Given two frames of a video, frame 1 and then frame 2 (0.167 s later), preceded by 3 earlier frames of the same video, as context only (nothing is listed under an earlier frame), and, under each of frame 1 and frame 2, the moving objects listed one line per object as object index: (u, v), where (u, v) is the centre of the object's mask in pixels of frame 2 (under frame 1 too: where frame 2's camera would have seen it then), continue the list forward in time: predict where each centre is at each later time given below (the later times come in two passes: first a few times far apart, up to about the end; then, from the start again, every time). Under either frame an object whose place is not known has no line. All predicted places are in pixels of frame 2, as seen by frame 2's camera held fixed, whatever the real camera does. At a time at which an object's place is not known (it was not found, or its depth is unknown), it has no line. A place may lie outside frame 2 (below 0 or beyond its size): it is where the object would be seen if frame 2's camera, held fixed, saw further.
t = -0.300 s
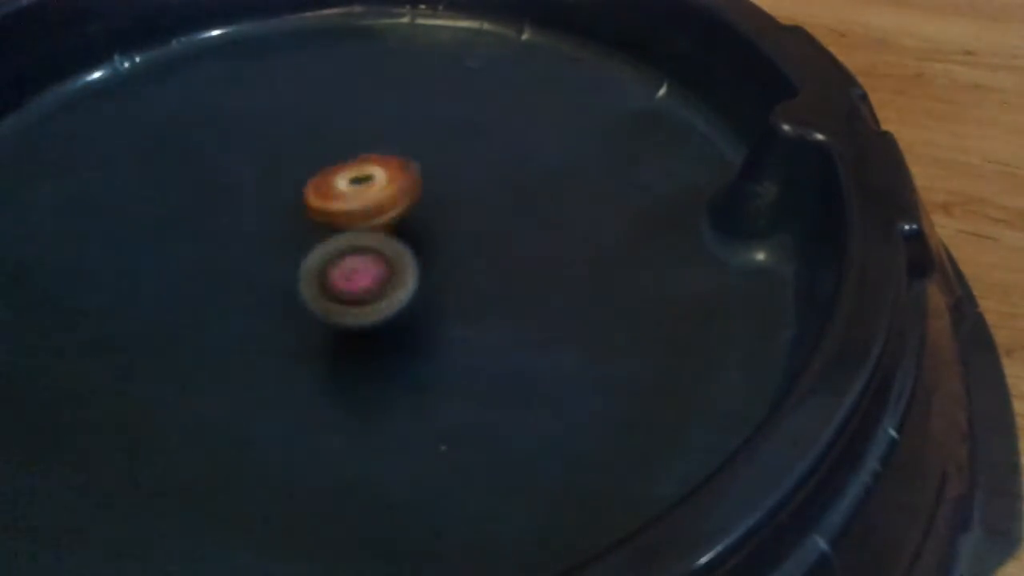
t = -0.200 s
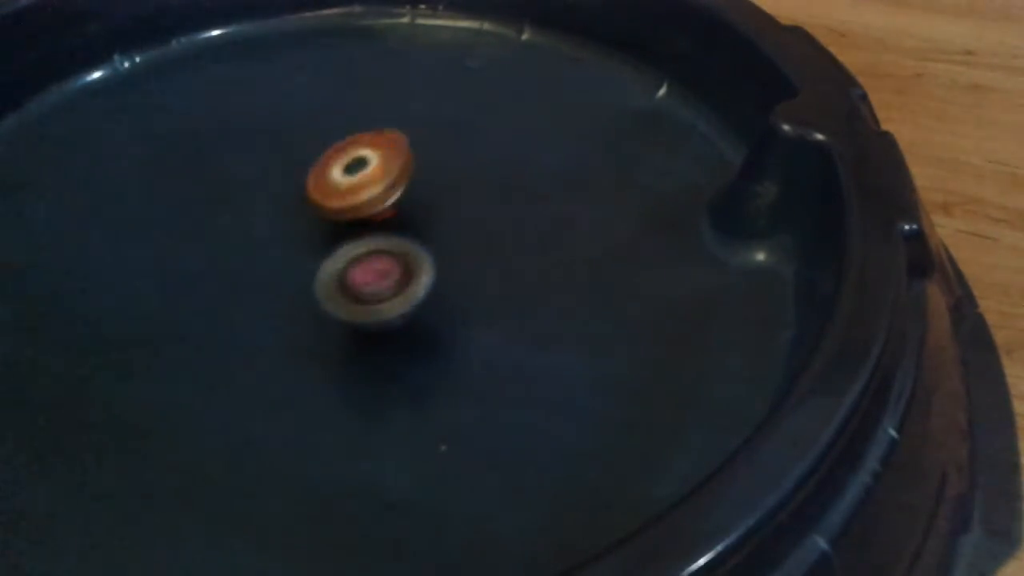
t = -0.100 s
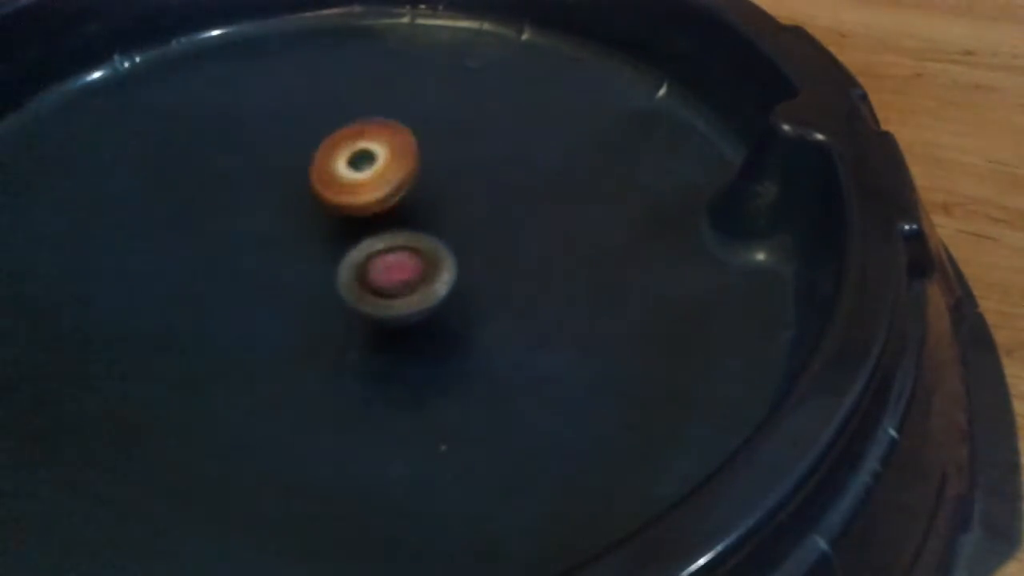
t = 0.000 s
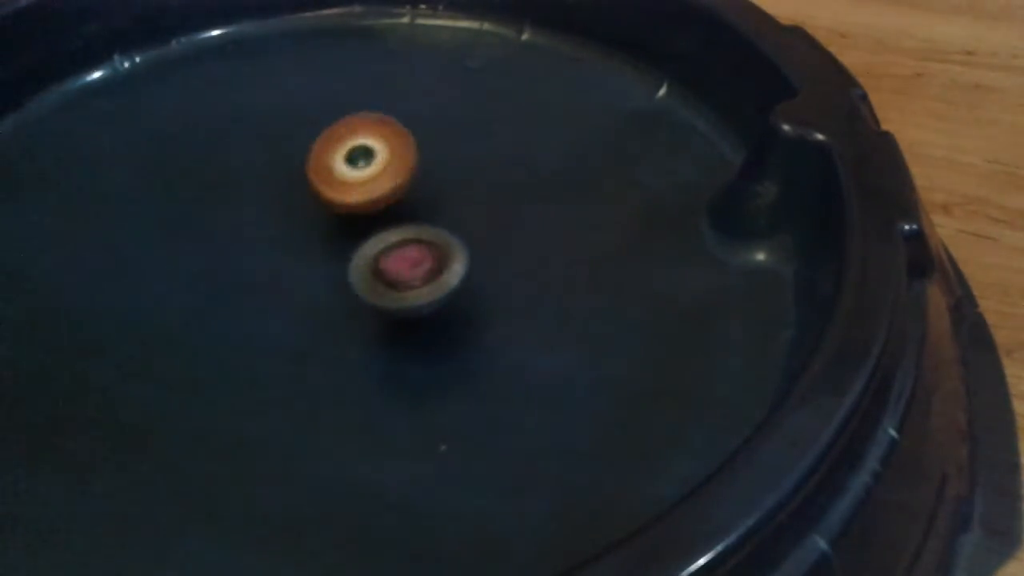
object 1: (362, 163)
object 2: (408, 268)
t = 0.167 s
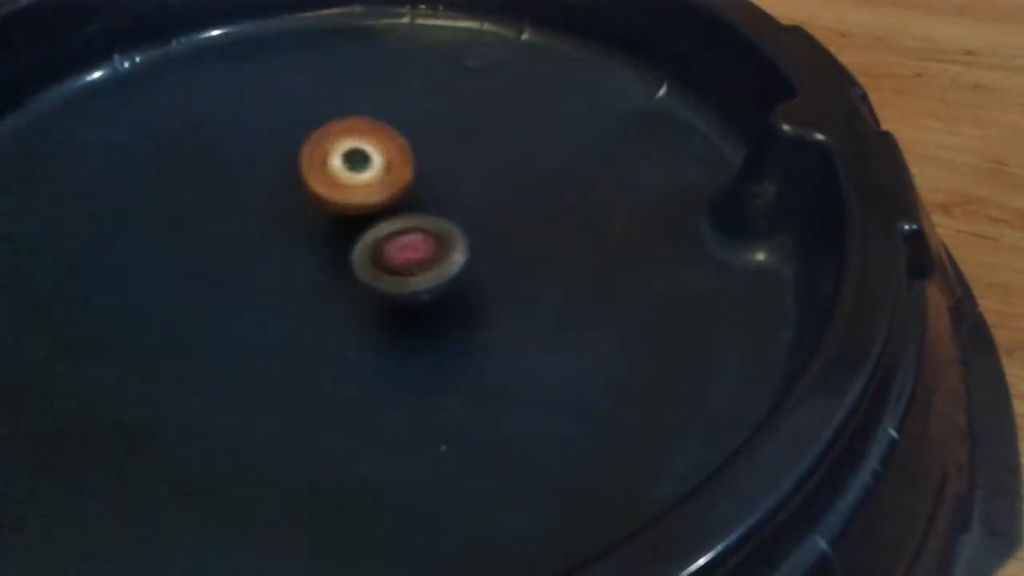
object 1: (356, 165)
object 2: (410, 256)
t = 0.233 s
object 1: (354, 171)
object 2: (405, 253)
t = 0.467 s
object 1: (347, 179)
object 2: (395, 276)
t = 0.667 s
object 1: (363, 189)
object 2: (380, 296)
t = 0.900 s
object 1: (386, 195)
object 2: (353, 294)
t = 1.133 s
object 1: (406, 190)
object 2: (322, 267)
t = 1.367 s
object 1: (411, 186)
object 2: (281, 251)
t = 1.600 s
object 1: (414, 191)
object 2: (266, 249)
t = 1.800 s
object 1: (419, 206)
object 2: (284, 248)
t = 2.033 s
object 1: (447, 213)
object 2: (301, 261)
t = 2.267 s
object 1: (453, 203)
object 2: (290, 282)
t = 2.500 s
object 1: (441, 215)
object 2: (308, 285)
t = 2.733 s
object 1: (444, 242)
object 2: (335, 279)
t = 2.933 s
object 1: (497, 230)
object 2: (298, 280)
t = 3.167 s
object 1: (482, 224)
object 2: (286, 264)
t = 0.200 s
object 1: (355, 168)
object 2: (408, 255)
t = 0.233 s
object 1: (354, 171)
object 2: (405, 253)
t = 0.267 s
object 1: (354, 174)
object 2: (403, 252)
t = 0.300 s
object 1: (355, 176)
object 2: (400, 251)
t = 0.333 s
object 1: (354, 177)
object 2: (398, 254)
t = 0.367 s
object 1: (349, 173)
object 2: (399, 260)
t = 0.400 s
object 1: (344, 173)
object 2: (397, 265)
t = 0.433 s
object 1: (343, 176)
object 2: (397, 270)
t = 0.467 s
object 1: (347, 179)
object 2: (395, 276)
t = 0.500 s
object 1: (350, 181)
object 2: (394, 280)
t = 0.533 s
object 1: (352, 182)
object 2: (392, 285)
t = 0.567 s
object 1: (352, 185)
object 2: (389, 288)
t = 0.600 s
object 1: (355, 186)
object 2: (387, 292)
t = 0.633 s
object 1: (359, 188)
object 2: (383, 294)
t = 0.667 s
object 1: (363, 189)
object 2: (380, 296)
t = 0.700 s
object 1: (364, 190)
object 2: (376, 297)
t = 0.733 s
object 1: (367, 192)
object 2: (373, 298)
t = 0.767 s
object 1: (372, 193)
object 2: (369, 298)
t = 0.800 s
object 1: (376, 194)
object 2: (366, 298)
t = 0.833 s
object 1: (379, 194)
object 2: (362, 298)
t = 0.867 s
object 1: (382, 194)
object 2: (357, 296)
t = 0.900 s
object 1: (386, 195)
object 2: (353, 294)
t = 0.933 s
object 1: (390, 194)
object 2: (349, 292)
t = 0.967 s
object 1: (393, 194)
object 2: (343, 289)
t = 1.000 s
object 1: (395, 193)
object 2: (339, 285)
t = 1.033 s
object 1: (398, 192)
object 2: (335, 282)
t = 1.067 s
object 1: (402, 191)
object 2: (329, 277)
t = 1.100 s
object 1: (404, 190)
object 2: (328, 272)
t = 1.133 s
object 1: (406, 190)
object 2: (322, 267)
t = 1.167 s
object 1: (407, 189)
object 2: (322, 260)
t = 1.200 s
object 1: (408, 189)
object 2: (318, 258)
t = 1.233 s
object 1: (410, 189)
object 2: (314, 252)
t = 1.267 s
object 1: (413, 186)
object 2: (304, 252)
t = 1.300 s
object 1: (411, 186)
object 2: (298, 252)
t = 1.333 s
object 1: (409, 186)
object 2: (292, 251)
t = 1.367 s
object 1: (411, 186)
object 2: (281, 251)
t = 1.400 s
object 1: (414, 186)
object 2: (279, 249)
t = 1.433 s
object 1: (414, 185)
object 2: (271, 249)
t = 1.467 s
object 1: (413, 186)
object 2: (269, 247)
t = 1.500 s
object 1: (412, 187)
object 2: (266, 248)
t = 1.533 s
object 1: (414, 189)
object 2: (264, 249)
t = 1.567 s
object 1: (416, 190)
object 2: (265, 249)
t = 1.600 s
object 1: (414, 191)
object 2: (266, 249)
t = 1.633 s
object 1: (414, 193)
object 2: (265, 249)
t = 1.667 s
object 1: (414, 197)
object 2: (265, 248)
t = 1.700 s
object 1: (417, 199)
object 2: (271, 247)
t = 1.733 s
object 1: (418, 201)
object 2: (274, 248)
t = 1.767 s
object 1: (419, 204)
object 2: (278, 247)
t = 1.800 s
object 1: (419, 206)
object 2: (284, 248)
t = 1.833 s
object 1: (422, 209)
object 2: (288, 249)
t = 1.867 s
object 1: (425, 211)
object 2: (298, 249)
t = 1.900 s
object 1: (427, 213)
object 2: (301, 251)
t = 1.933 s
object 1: (429, 214)
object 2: (307, 250)
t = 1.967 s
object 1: (437, 215)
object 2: (306, 255)
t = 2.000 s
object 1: (443, 214)
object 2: (301, 257)
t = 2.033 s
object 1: (447, 213)
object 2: (301, 261)
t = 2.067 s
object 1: (450, 212)
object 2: (296, 265)
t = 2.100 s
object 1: (451, 211)
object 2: (294, 268)
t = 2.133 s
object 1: (453, 209)
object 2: (292, 272)
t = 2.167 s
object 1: (454, 207)
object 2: (290, 276)
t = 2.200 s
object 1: (455, 205)
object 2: (290, 278)
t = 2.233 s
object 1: (454, 204)
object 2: (290, 281)
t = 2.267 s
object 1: (453, 203)
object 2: (290, 282)
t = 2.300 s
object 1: (452, 203)
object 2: (291, 283)
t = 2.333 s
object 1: (450, 203)
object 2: (294, 284)
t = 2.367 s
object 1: (449, 203)
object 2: (297, 285)
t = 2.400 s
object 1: (445, 206)
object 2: (299, 284)
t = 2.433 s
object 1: (444, 209)
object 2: (303, 285)
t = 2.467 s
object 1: (443, 211)
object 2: (306, 284)
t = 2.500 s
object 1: (441, 215)
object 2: (308, 285)
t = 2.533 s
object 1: (440, 218)
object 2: (311, 282)
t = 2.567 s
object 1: (439, 223)
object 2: (315, 282)
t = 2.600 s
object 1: (439, 227)
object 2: (319, 282)
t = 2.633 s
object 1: (439, 230)
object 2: (322, 281)
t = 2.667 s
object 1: (439, 233)
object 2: (328, 280)
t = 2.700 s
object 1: (440, 237)
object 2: (335, 279)
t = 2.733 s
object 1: (444, 242)
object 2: (335, 279)
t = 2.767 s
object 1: (457, 242)
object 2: (325, 278)
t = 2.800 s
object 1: (469, 237)
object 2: (322, 282)
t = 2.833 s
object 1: (479, 237)
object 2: (318, 280)
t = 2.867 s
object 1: (487, 234)
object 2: (311, 281)
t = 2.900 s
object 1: (494, 232)
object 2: (305, 284)
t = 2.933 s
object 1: (497, 230)
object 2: (298, 280)
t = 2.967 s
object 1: (498, 227)
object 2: (296, 278)
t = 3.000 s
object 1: (497, 225)
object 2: (293, 279)
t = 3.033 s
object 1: (495, 224)
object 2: (286, 277)
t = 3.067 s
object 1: (492, 223)
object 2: (287, 271)
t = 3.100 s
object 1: (489, 224)
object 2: (288, 272)
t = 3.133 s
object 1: (486, 224)
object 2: (284, 270)
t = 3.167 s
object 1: (482, 224)
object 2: (286, 264)
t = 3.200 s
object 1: (479, 226)
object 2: (292, 264)
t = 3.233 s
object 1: (472, 225)
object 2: (294, 261)
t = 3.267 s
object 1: (460, 228)
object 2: (298, 257)
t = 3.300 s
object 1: (451, 231)
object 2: (303, 255)
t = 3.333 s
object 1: (436, 236)
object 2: (304, 252)
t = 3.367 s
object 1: (427, 242)
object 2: (303, 247)
